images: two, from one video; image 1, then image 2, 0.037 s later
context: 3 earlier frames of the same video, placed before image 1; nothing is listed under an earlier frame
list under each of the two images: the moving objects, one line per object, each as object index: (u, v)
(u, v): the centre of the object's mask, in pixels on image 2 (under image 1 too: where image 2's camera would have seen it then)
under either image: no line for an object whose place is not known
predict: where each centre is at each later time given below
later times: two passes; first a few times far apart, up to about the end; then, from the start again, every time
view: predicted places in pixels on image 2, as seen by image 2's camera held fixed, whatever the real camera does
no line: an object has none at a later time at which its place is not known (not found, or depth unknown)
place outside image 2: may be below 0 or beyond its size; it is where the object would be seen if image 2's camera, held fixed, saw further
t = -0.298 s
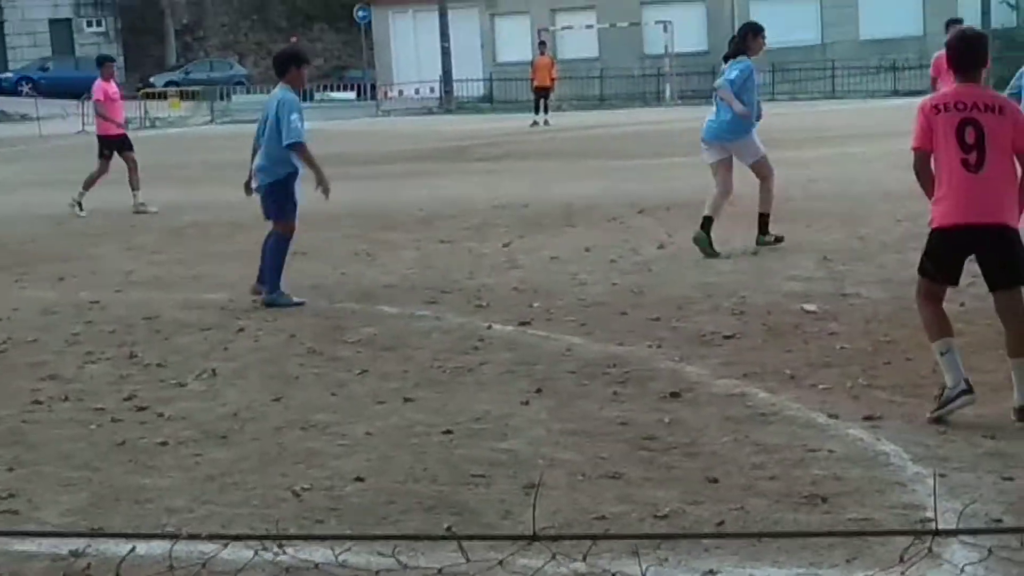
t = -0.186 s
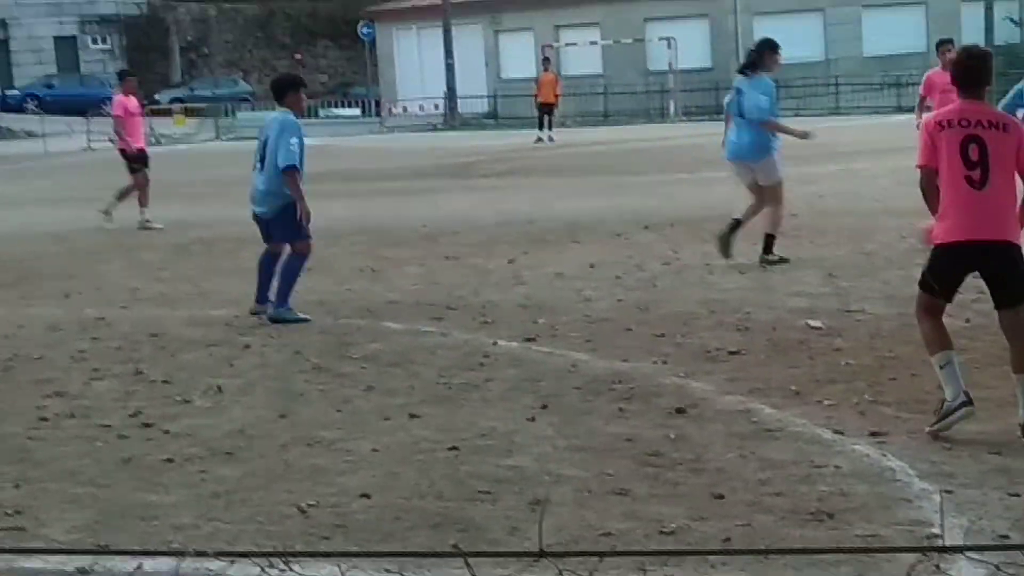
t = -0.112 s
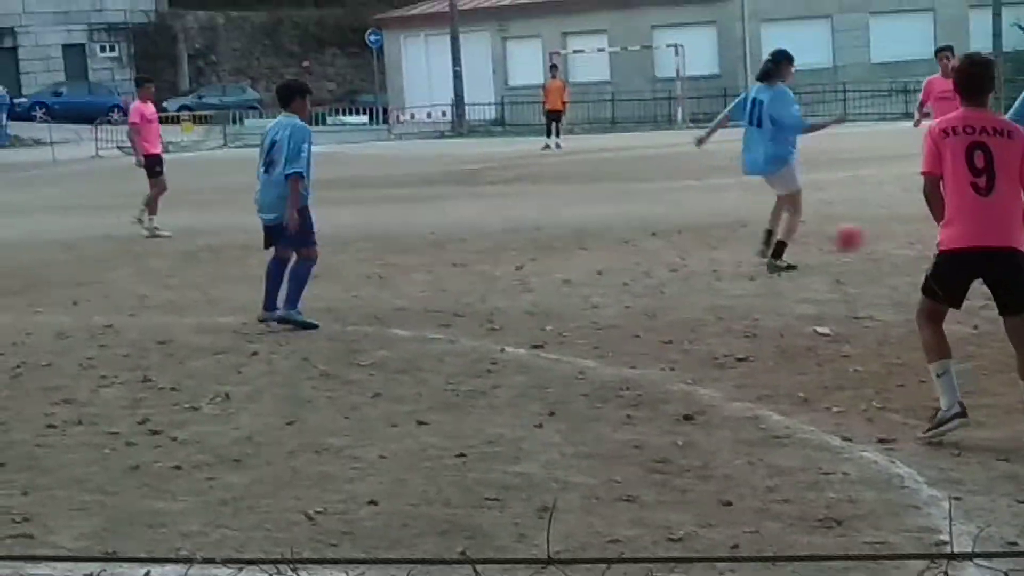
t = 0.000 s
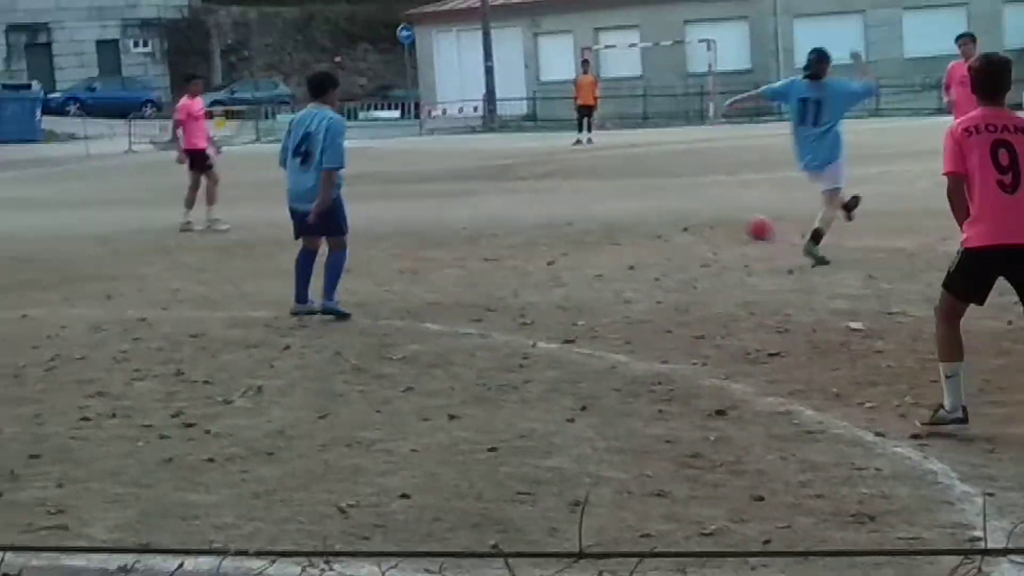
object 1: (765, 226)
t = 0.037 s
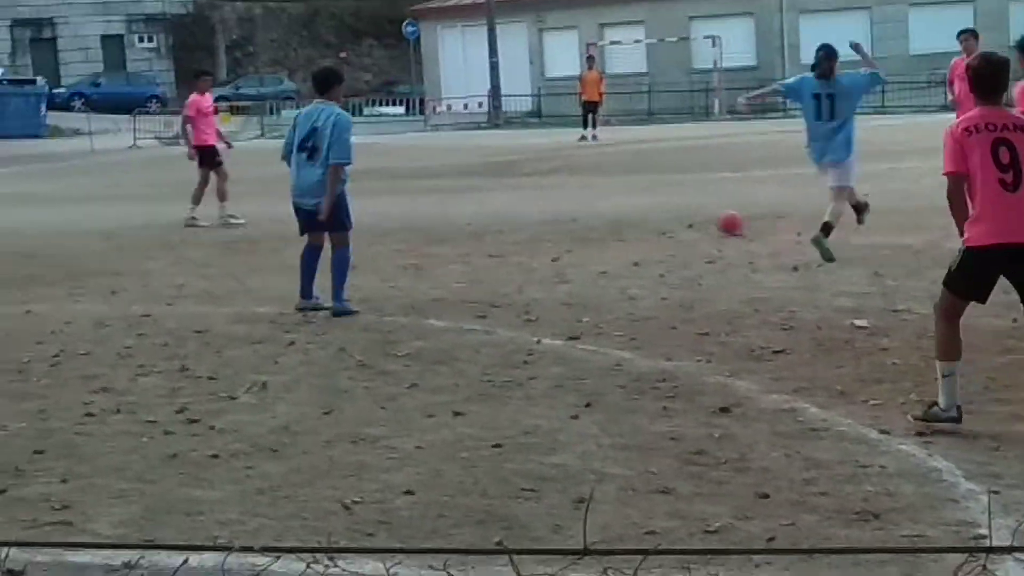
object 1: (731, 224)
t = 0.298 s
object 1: (536, 212)
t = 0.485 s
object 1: (435, 210)
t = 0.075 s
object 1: (697, 221)
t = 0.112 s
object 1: (667, 219)
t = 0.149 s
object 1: (638, 219)
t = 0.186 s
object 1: (609, 220)
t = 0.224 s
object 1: (583, 219)
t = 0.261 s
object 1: (559, 215)
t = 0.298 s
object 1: (536, 212)
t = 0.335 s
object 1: (514, 212)
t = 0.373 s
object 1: (492, 213)
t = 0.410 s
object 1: (472, 215)
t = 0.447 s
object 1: (453, 211)
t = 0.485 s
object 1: (435, 210)
